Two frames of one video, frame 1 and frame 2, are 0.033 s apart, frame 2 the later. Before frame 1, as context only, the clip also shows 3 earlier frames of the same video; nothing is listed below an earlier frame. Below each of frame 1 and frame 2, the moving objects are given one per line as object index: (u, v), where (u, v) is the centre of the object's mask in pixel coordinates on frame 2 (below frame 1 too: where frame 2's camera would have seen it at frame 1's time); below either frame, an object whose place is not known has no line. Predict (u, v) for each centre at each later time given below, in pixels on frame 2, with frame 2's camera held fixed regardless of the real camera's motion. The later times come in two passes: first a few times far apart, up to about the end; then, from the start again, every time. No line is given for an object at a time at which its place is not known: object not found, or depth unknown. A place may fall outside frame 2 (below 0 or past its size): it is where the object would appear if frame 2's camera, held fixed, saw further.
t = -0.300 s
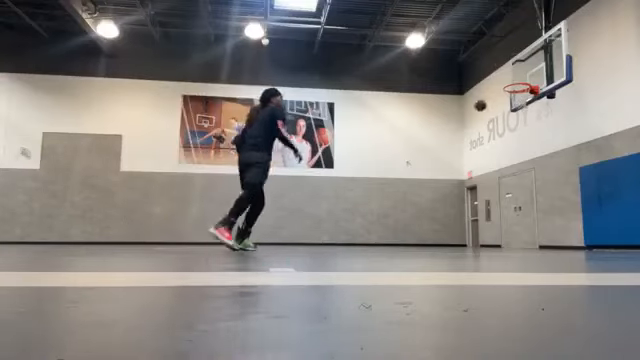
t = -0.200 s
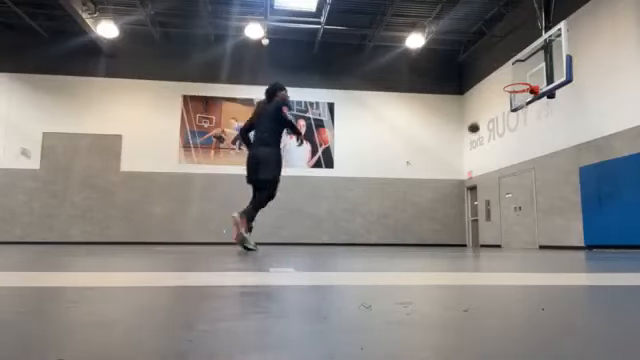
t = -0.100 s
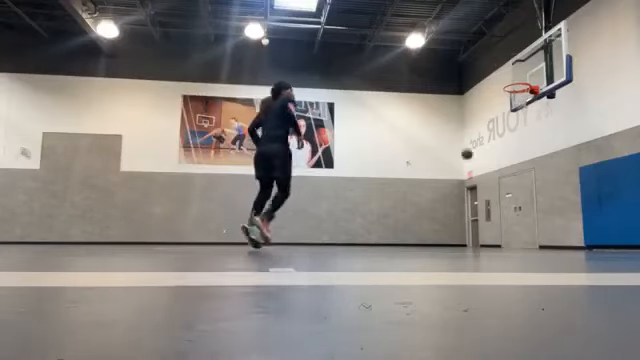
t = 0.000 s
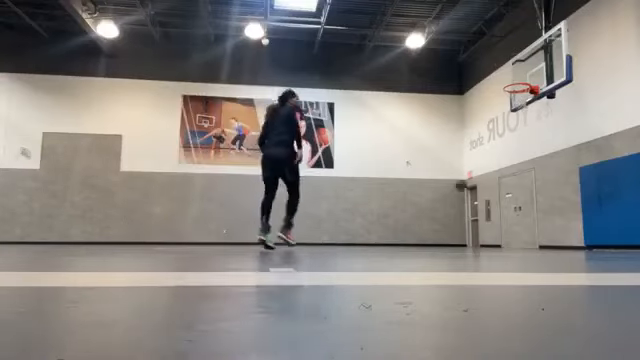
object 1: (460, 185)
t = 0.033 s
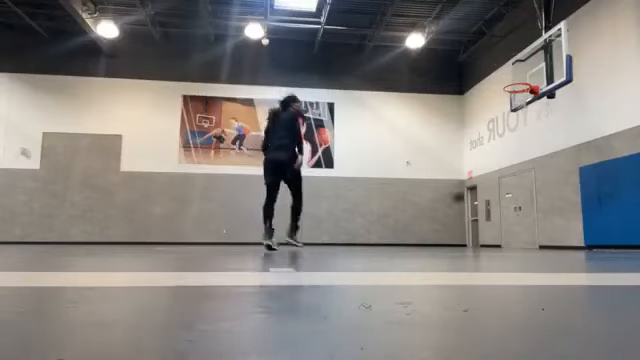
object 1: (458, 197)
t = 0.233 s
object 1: (448, 224)
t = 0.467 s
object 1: (439, 171)
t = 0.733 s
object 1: (431, 146)
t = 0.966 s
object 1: (425, 150)
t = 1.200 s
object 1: (419, 176)
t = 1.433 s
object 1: (415, 224)
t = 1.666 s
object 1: (410, 213)
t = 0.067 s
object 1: (457, 208)
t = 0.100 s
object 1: (455, 221)
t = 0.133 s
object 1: (453, 233)
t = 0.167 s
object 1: (452, 245)
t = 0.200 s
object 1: (449, 234)
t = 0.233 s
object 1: (448, 224)
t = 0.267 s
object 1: (446, 215)
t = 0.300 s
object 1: (445, 206)
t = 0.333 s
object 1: (444, 198)
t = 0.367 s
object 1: (442, 191)
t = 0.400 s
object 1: (441, 183)
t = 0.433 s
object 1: (440, 177)
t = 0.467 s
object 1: (439, 171)
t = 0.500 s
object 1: (438, 167)
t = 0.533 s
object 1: (437, 162)
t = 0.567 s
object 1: (435, 158)
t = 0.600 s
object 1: (435, 155)
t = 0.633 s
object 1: (434, 152)
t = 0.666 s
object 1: (433, 149)
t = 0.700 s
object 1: (432, 147)
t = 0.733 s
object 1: (431, 146)
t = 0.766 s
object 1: (430, 145)
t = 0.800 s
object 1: (429, 145)
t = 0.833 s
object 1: (428, 145)
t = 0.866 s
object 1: (427, 145)
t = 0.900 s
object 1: (426, 146)
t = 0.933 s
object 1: (425, 148)
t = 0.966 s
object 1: (425, 150)
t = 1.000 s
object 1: (424, 152)
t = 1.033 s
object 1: (423, 155)
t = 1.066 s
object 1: (422, 158)
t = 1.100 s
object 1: (422, 162)
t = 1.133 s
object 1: (421, 166)
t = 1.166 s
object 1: (420, 171)
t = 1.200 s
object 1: (419, 176)
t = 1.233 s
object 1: (419, 182)
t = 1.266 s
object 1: (418, 188)
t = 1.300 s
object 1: (418, 194)
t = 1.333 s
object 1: (417, 201)
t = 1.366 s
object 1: (417, 208)
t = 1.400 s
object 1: (416, 216)
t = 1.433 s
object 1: (415, 224)
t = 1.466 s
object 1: (415, 233)
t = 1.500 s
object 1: (415, 242)
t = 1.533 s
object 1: (413, 238)
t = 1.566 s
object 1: (413, 231)
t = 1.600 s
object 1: (412, 224)
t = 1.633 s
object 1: (411, 218)
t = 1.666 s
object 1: (410, 213)
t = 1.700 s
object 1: (409, 207)
